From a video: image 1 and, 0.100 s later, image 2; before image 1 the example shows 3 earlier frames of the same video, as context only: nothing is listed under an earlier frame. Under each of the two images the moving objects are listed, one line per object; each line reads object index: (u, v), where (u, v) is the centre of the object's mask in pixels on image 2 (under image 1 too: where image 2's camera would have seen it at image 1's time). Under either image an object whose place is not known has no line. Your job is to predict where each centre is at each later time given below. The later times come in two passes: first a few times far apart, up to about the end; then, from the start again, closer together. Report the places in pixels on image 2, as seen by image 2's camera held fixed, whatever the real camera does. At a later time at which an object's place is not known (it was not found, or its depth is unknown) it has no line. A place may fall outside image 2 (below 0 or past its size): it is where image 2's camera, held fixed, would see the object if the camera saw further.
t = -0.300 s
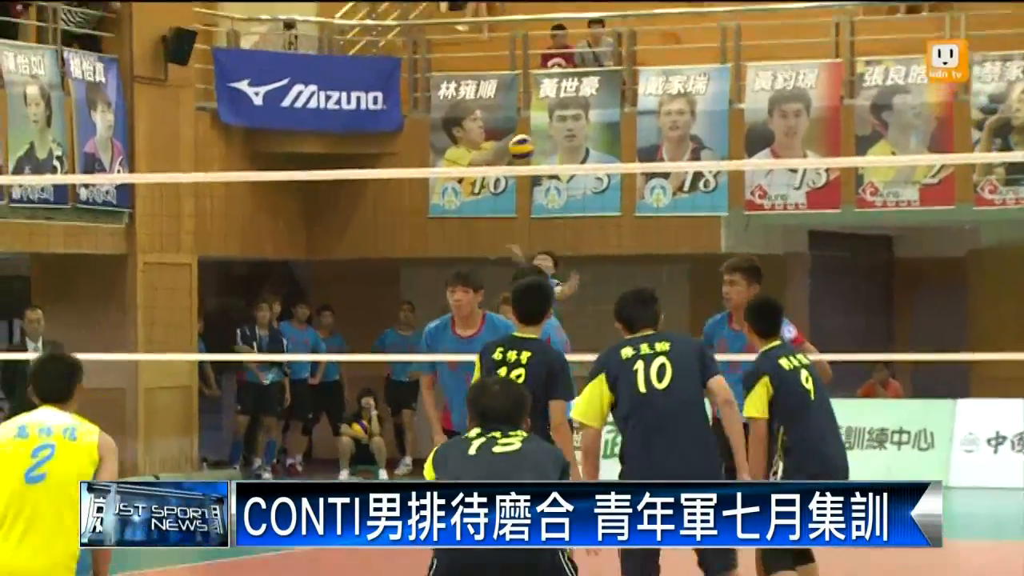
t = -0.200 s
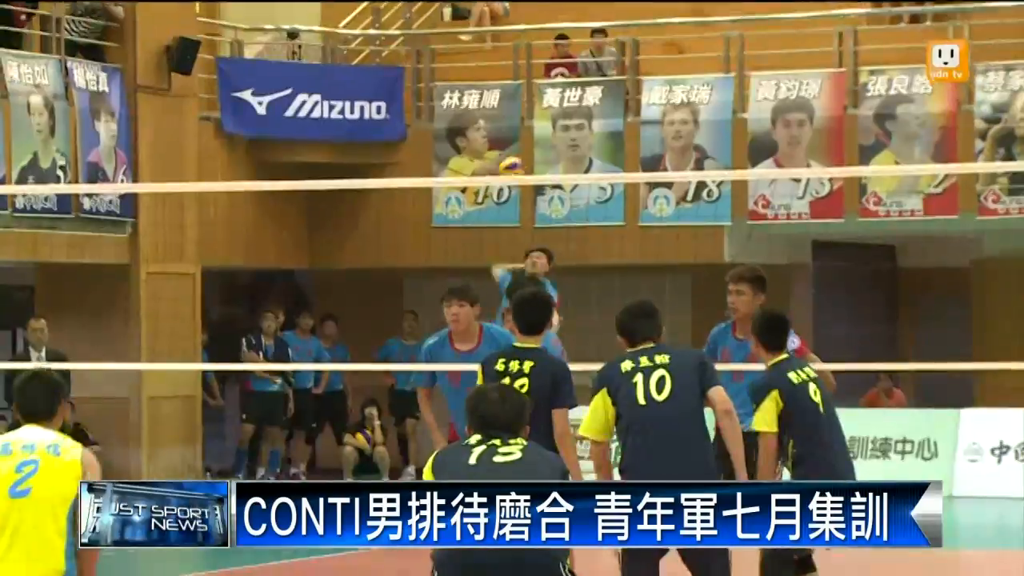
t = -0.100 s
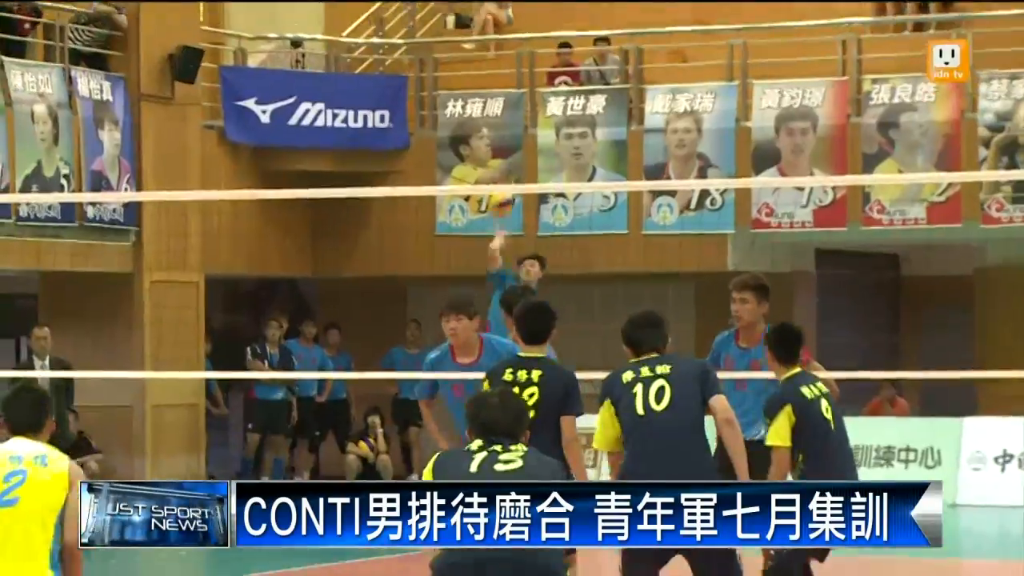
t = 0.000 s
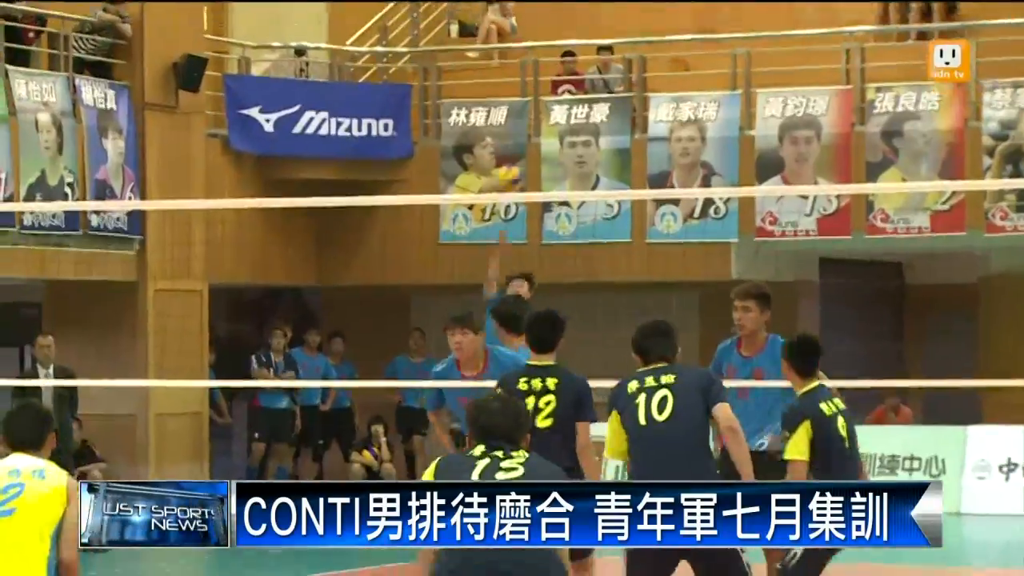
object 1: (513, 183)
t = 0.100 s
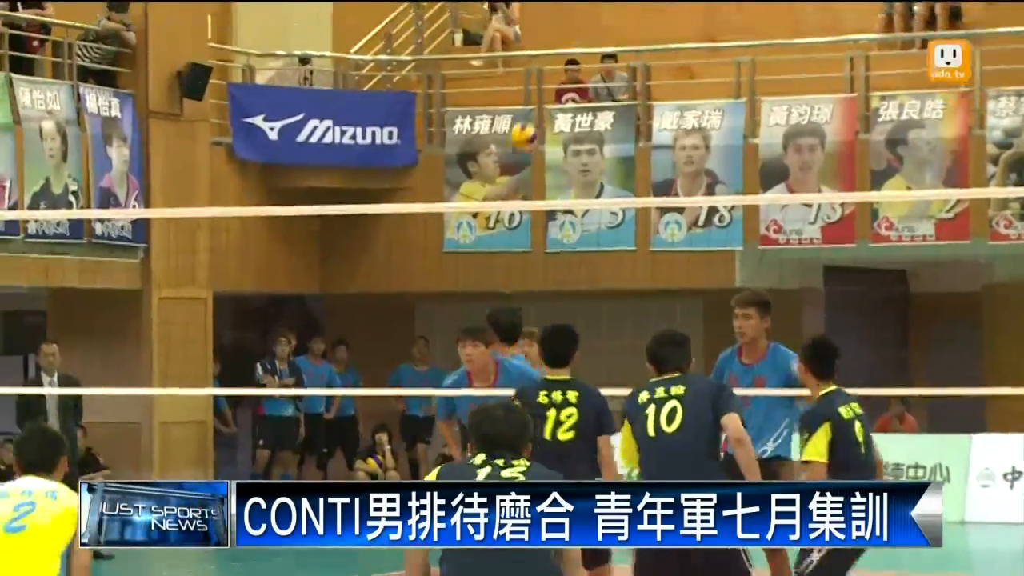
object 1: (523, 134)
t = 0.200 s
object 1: (532, 90)
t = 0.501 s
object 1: (556, 5)
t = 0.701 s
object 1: (585, 36)
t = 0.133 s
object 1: (525, 121)
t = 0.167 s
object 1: (529, 105)
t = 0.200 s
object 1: (532, 90)
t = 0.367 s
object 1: (547, 29)
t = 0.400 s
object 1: (546, 20)
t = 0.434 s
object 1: (549, 13)
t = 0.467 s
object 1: (553, 9)
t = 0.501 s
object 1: (556, 5)
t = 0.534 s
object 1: (558, 4)
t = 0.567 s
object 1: (561, 6)
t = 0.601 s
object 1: (565, 10)
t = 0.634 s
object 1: (571, 16)
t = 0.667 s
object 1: (578, 26)
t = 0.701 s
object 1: (585, 36)
